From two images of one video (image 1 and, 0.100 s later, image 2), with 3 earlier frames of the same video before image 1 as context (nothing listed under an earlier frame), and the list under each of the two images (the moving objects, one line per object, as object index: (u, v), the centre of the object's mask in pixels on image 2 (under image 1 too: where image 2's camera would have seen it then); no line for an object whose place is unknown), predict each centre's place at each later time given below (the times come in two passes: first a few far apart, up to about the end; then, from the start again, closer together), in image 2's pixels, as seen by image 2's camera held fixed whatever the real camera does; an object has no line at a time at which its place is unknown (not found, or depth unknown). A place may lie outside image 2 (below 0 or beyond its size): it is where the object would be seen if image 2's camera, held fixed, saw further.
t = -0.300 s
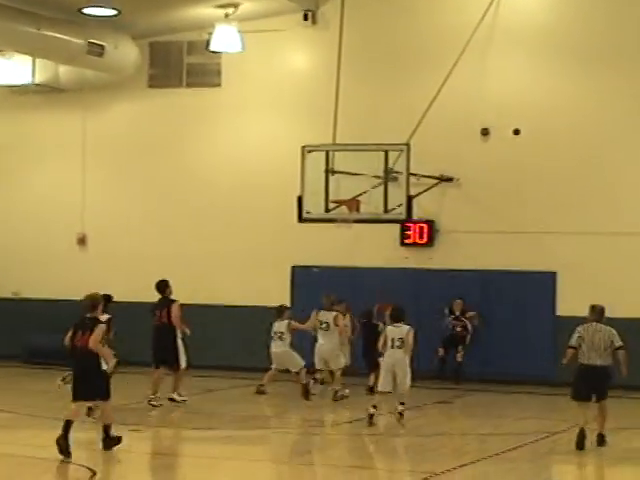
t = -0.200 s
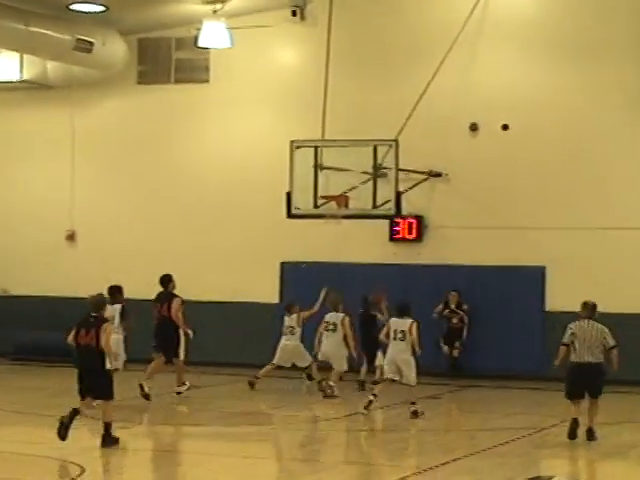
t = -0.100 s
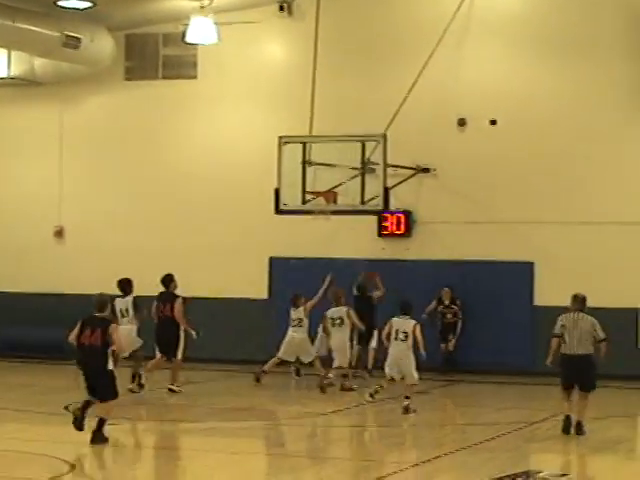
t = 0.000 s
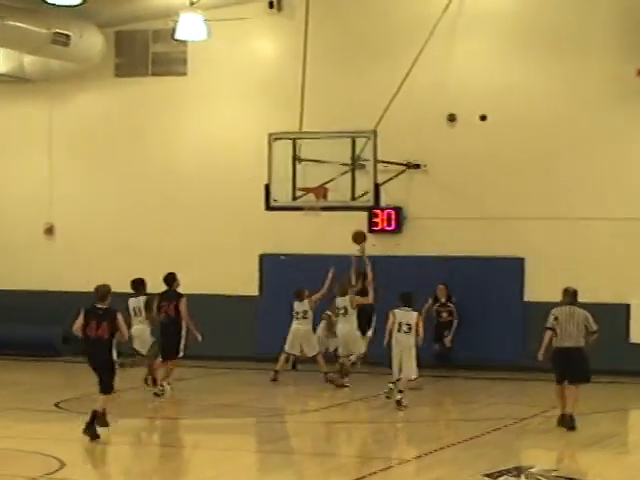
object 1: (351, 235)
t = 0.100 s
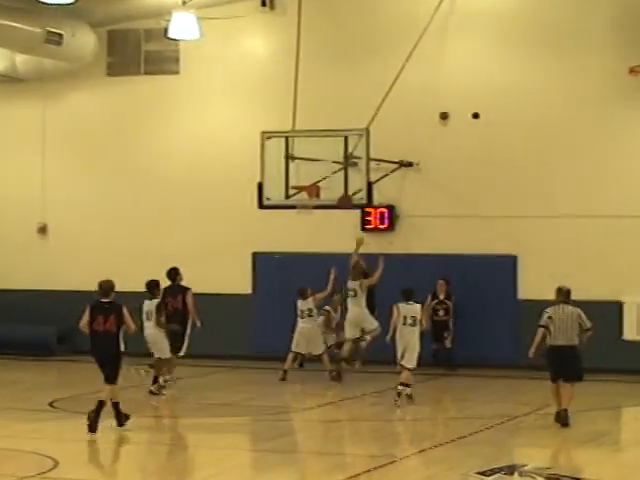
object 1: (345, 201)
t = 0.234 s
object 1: (334, 167)
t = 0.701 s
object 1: (301, 142)
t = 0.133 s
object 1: (342, 192)
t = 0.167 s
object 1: (340, 183)
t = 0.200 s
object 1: (337, 174)
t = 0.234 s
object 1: (334, 167)
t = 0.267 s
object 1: (333, 160)
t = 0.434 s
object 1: (320, 138)
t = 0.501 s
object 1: (315, 135)
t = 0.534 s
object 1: (313, 135)
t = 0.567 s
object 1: (310, 135)
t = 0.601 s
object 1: (308, 135)
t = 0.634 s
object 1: (305, 137)
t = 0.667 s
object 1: (303, 139)
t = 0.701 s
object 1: (301, 142)
